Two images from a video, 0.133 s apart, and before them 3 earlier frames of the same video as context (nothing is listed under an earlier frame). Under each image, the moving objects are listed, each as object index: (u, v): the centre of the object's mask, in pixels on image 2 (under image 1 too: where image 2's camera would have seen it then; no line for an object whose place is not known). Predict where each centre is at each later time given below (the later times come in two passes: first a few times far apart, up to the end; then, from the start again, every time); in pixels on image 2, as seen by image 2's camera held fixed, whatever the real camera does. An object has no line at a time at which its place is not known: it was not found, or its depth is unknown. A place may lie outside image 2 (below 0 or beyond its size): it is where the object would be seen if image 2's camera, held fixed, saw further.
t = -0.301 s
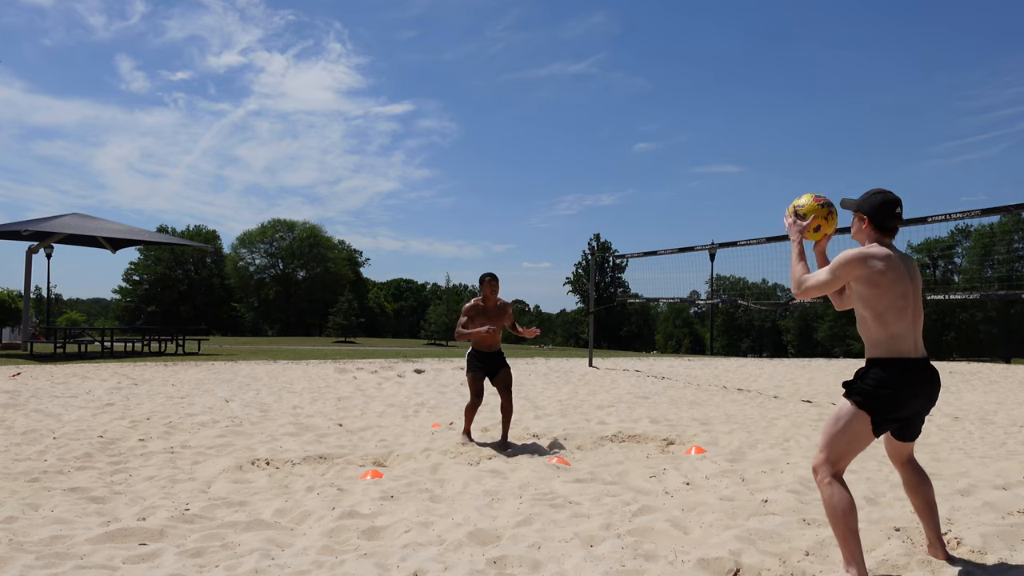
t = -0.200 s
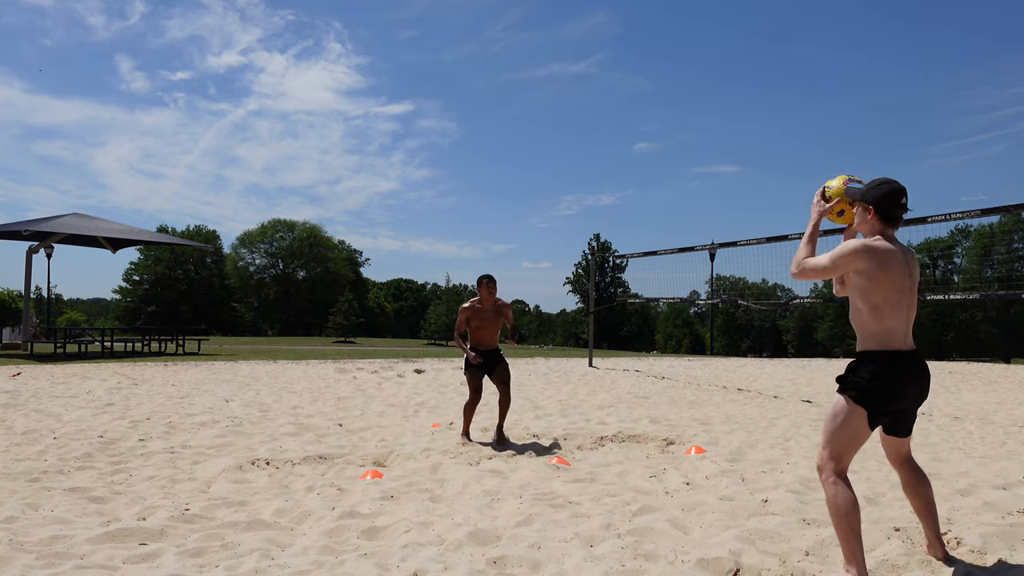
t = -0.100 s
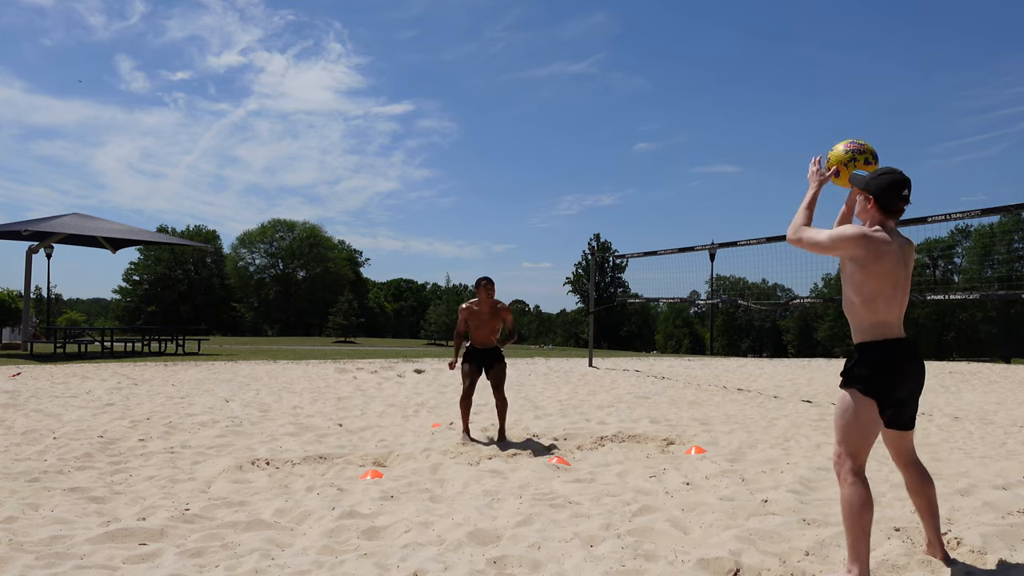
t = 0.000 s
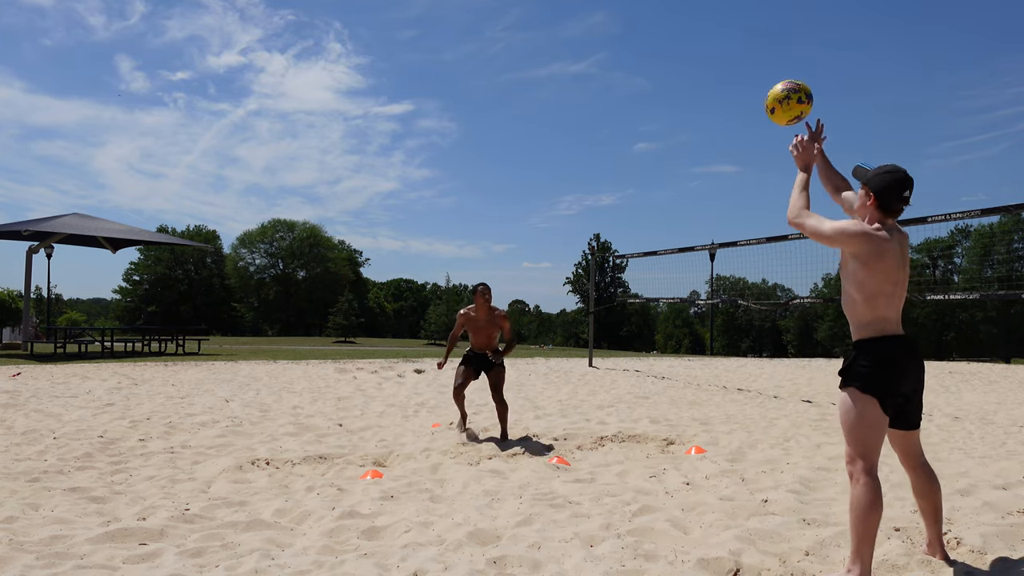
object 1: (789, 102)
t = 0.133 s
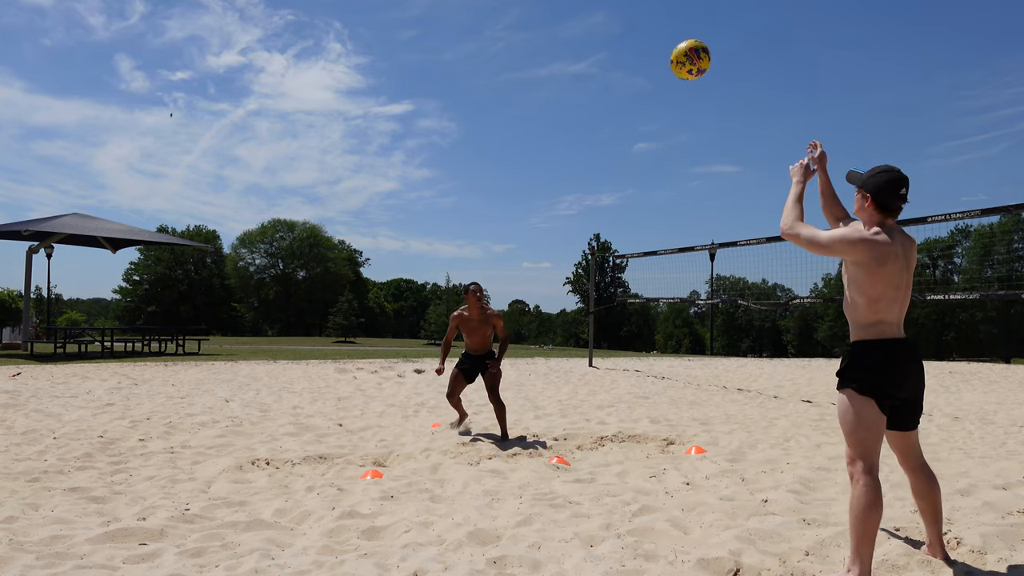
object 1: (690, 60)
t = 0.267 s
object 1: (613, 55)
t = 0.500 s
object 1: (513, 104)
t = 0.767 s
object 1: (433, 218)
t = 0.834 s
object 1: (417, 252)
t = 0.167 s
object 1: (669, 55)
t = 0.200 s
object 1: (650, 53)
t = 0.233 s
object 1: (631, 53)
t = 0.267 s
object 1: (613, 55)
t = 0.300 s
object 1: (597, 58)
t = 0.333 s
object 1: (581, 62)
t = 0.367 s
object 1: (566, 68)
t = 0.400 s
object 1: (552, 75)
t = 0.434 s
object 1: (538, 84)
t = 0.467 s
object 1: (525, 93)
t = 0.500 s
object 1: (513, 104)
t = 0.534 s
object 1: (501, 115)
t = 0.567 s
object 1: (490, 128)
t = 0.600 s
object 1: (479, 141)
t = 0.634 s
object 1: (469, 155)
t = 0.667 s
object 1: (459, 170)
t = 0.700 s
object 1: (450, 185)
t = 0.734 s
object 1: (441, 201)
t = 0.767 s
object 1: (433, 218)
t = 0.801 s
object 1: (425, 235)
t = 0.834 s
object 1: (417, 252)
